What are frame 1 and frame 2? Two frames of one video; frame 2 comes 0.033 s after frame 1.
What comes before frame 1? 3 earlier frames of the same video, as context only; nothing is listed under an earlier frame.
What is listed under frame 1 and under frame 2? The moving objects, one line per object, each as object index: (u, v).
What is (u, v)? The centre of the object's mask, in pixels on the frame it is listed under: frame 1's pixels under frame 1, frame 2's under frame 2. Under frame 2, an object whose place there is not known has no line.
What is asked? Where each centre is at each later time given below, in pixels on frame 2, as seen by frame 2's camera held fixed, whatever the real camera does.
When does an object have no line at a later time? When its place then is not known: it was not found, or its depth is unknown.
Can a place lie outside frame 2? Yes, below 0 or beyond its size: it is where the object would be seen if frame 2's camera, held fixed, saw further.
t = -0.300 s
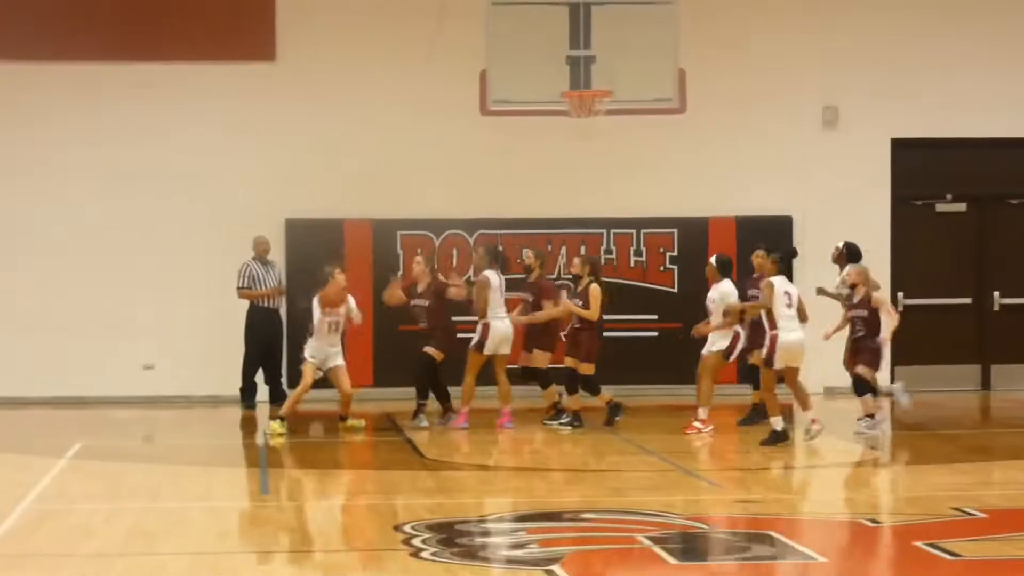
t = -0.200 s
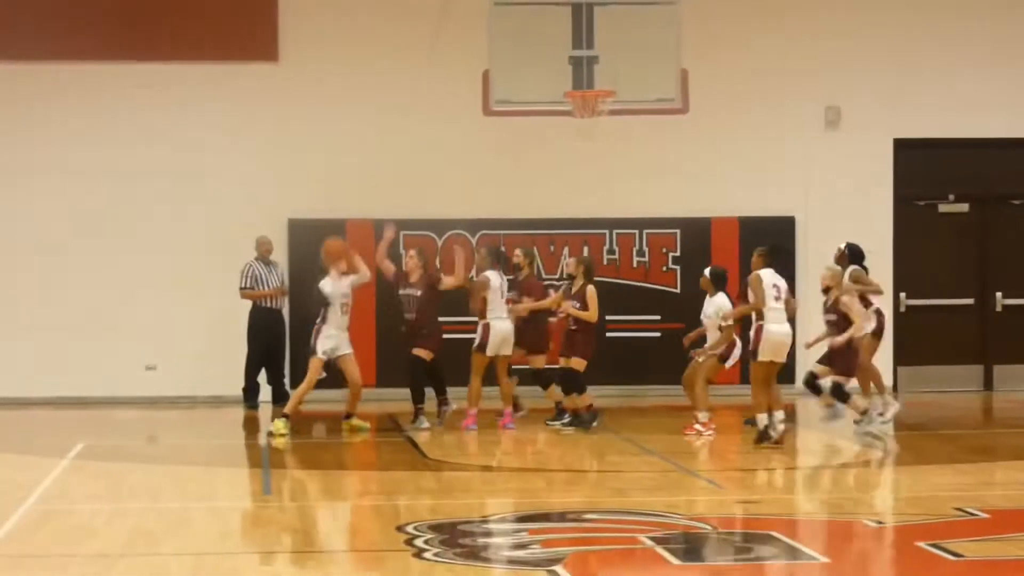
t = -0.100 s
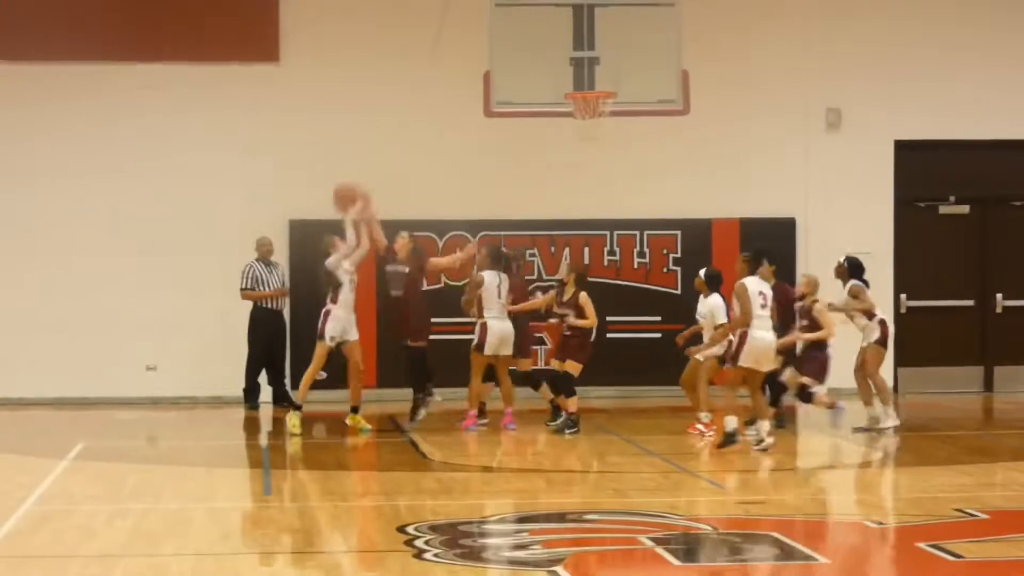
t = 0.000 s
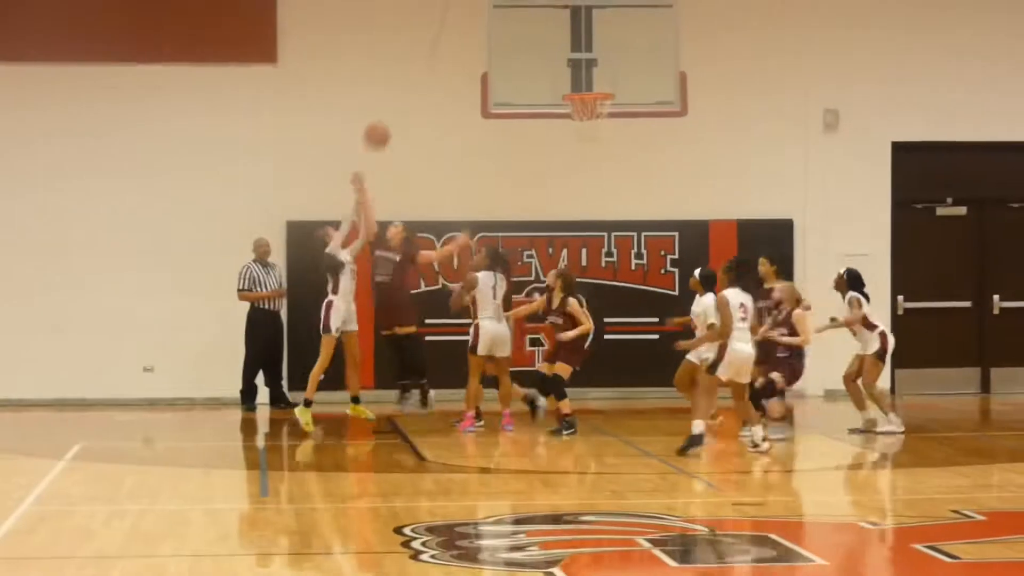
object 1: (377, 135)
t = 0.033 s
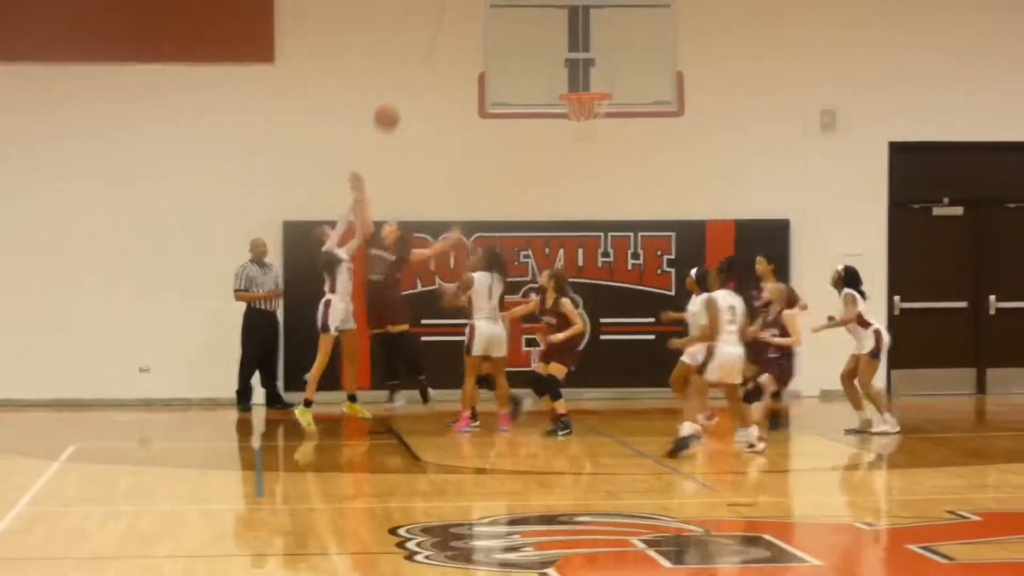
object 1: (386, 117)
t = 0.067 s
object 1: (398, 101)
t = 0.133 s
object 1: (421, 72)
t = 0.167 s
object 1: (433, 59)
